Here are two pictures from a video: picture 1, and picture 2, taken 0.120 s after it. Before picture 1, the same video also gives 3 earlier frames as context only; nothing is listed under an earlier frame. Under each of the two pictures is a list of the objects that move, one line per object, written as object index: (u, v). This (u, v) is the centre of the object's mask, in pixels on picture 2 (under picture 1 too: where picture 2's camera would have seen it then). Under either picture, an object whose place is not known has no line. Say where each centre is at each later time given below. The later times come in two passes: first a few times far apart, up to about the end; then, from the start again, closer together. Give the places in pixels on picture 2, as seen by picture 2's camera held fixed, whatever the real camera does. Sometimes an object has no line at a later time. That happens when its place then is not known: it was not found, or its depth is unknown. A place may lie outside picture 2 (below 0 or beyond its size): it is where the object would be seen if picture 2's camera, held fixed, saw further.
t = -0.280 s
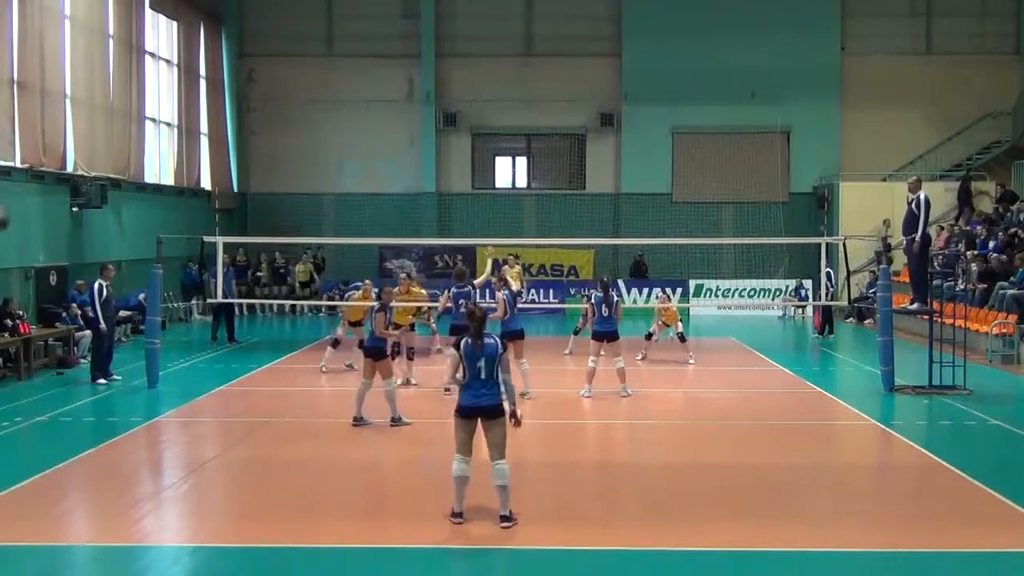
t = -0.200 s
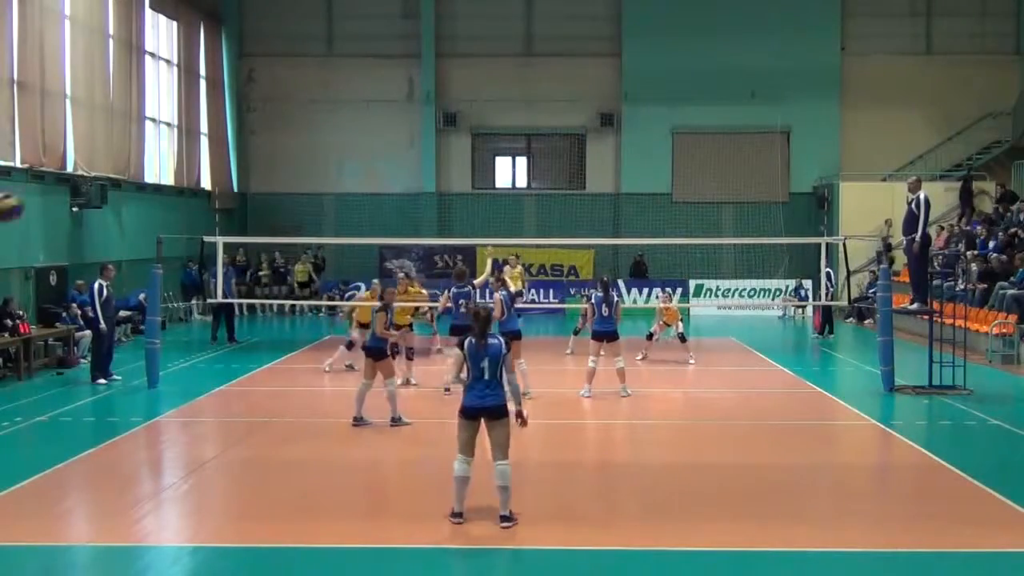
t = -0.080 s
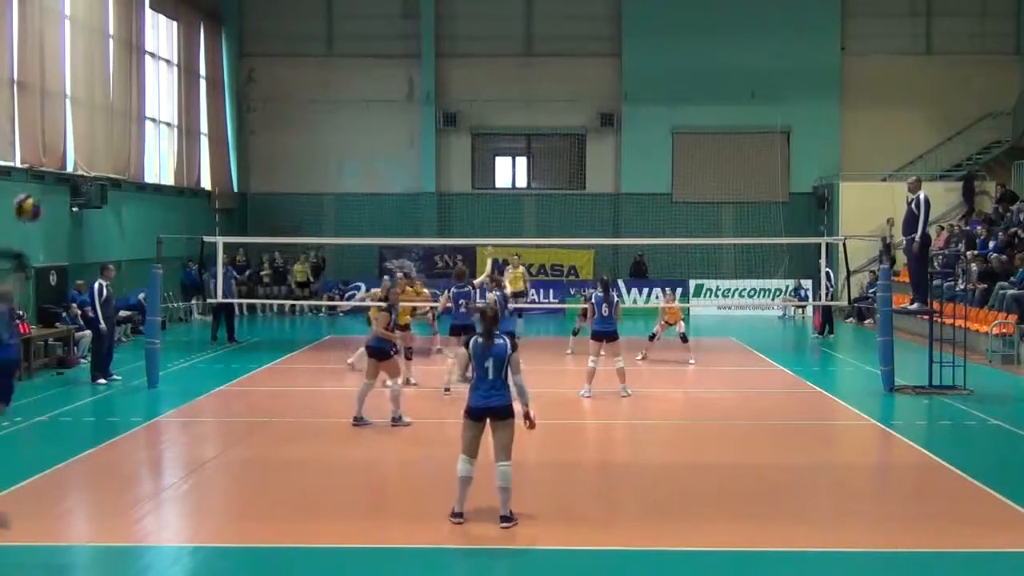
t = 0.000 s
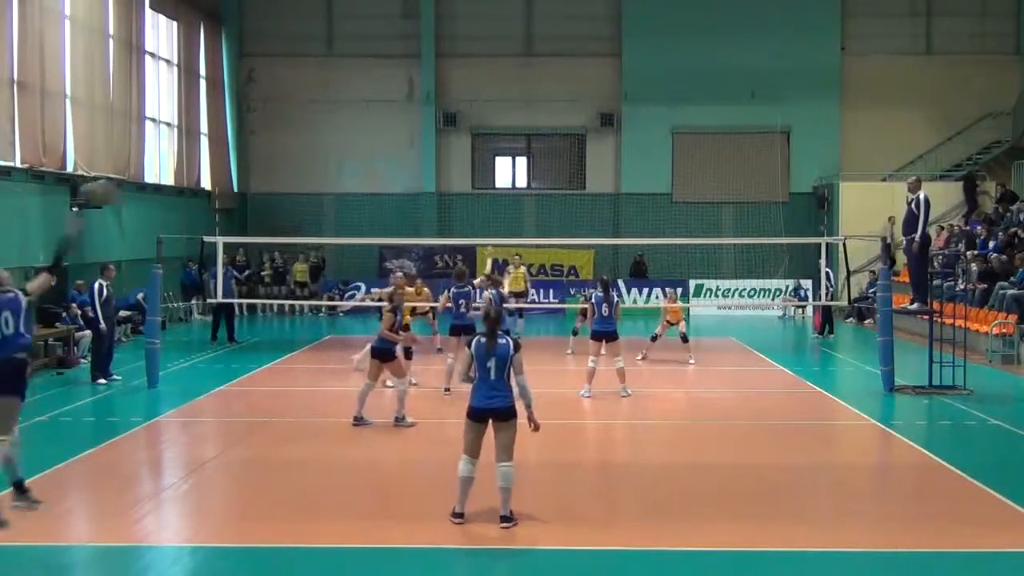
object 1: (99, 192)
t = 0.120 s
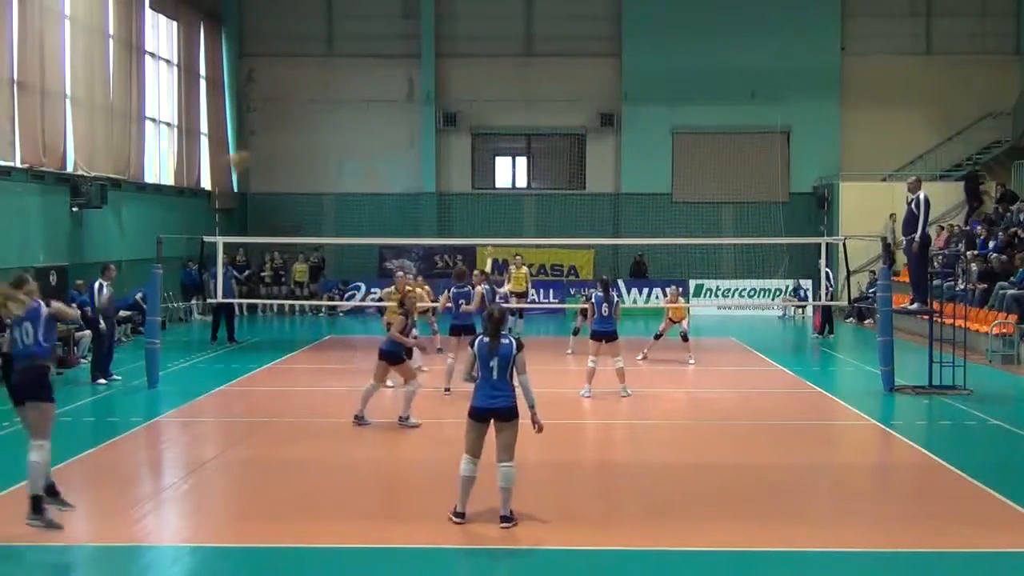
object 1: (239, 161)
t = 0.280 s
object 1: (362, 148)
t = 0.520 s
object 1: (488, 164)
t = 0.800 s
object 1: (581, 218)
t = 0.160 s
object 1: (269, 156)
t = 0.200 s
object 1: (300, 148)
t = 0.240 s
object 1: (335, 147)
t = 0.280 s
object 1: (362, 148)
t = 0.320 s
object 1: (388, 150)
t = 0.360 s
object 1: (413, 151)
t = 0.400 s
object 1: (435, 156)
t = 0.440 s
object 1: (454, 157)
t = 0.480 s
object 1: (471, 163)
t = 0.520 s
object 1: (488, 164)
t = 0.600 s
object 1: (520, 181)
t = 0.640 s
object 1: (534, 183)
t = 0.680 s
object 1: (546, 191)
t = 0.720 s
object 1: (558, 199)
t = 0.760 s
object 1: (570, 209)
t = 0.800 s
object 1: (581, 218)
